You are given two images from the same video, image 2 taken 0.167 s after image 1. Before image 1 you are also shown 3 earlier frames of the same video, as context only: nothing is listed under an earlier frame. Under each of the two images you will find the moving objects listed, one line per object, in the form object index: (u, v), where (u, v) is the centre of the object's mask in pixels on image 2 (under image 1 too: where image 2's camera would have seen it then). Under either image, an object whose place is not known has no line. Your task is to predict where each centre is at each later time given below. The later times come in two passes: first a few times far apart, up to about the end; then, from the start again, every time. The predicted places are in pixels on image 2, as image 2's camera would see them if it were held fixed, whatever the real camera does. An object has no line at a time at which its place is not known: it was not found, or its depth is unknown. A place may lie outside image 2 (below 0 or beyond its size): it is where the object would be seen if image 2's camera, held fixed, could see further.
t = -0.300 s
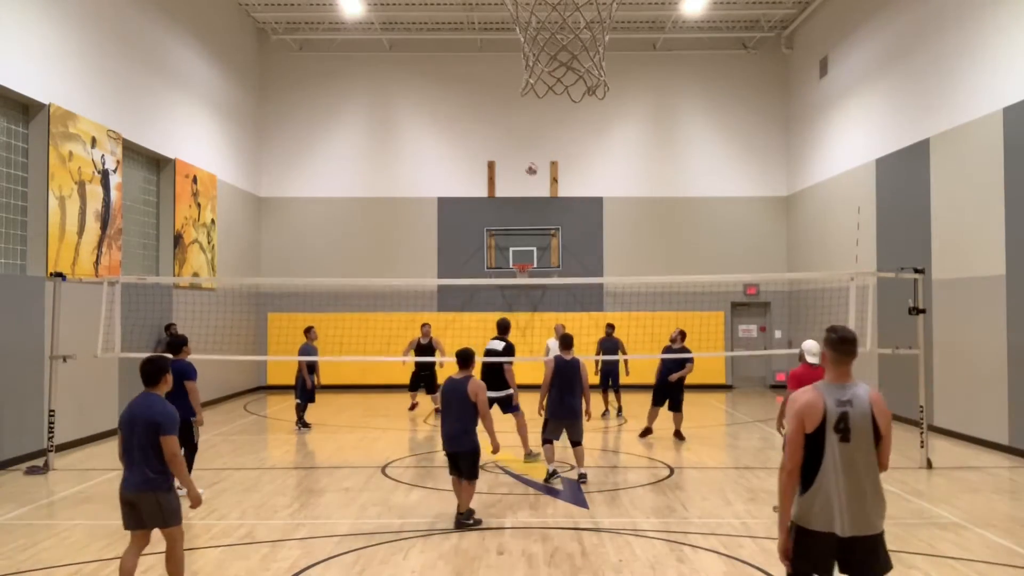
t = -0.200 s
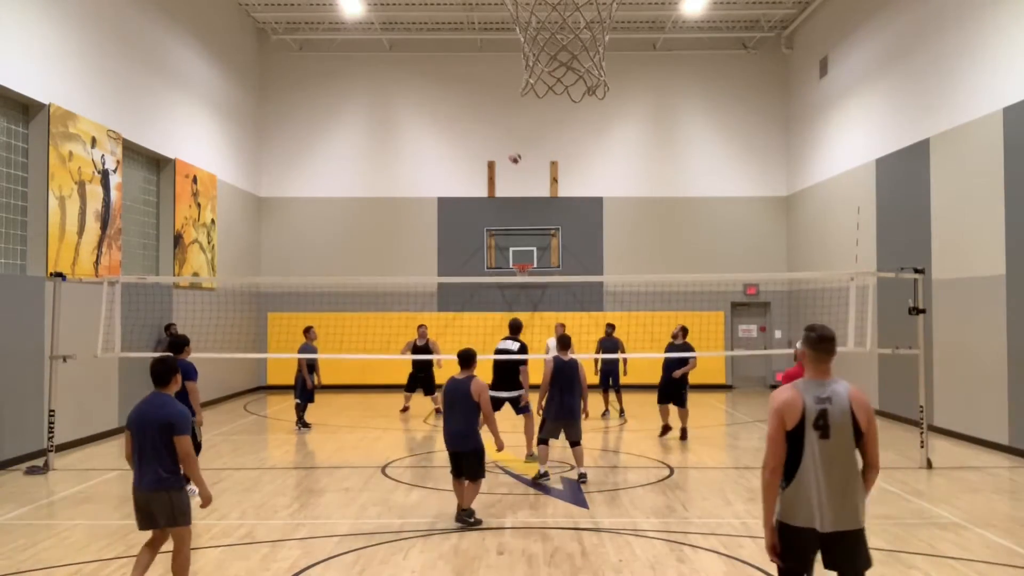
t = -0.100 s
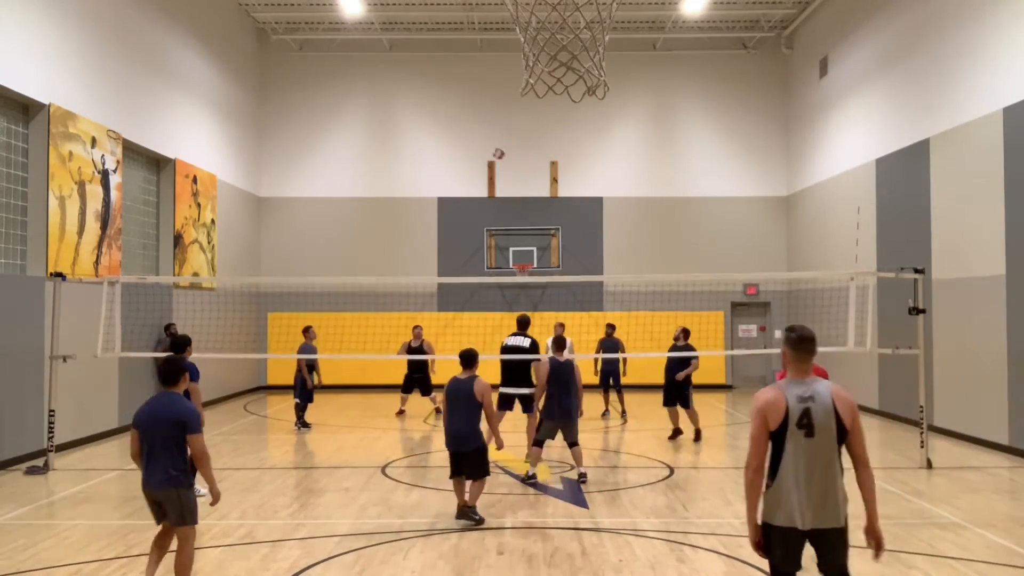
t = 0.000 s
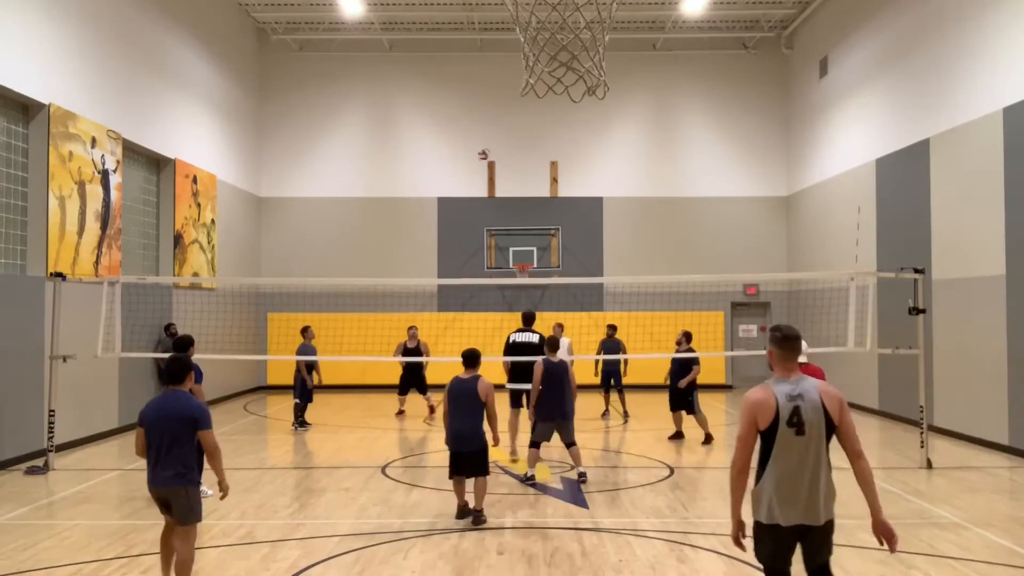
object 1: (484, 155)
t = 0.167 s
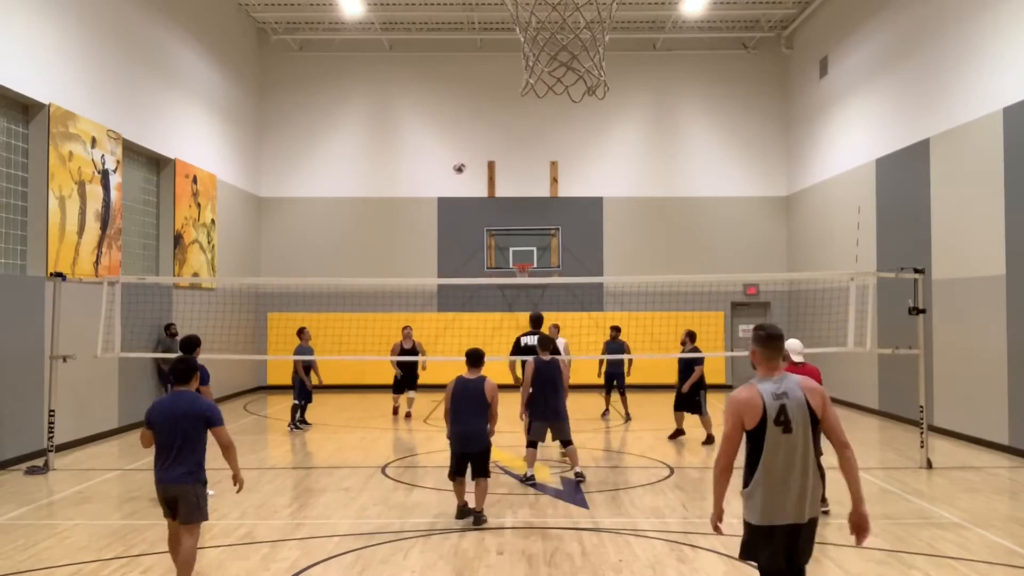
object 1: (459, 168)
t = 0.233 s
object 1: (450, 178)
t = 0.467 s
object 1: (419, 229)
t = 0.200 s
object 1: (454, 173)
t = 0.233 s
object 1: (450, 178)
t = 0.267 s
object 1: (445, 184)
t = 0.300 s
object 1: (441, 190)
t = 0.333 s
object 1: (437, 197)
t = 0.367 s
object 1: (431, 204)
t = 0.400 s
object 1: (427, 213)
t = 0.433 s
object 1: (424, 220)
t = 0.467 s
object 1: (419, 229)
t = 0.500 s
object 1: (415, 238)
